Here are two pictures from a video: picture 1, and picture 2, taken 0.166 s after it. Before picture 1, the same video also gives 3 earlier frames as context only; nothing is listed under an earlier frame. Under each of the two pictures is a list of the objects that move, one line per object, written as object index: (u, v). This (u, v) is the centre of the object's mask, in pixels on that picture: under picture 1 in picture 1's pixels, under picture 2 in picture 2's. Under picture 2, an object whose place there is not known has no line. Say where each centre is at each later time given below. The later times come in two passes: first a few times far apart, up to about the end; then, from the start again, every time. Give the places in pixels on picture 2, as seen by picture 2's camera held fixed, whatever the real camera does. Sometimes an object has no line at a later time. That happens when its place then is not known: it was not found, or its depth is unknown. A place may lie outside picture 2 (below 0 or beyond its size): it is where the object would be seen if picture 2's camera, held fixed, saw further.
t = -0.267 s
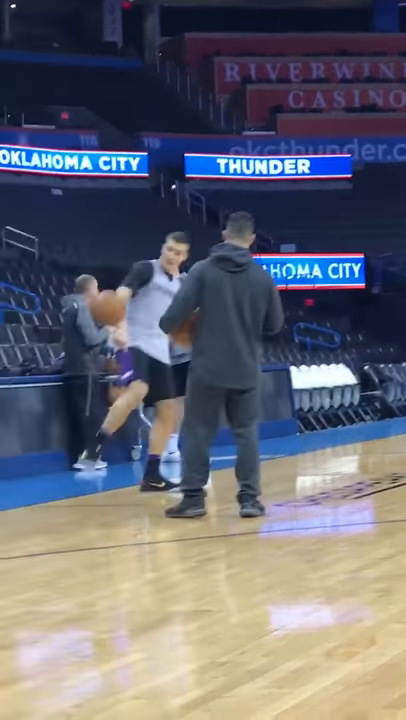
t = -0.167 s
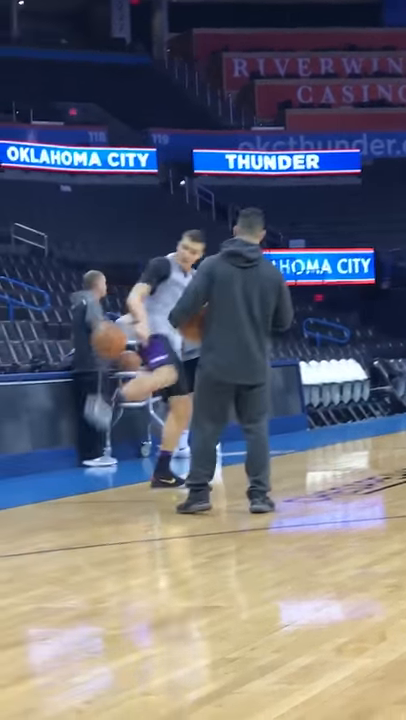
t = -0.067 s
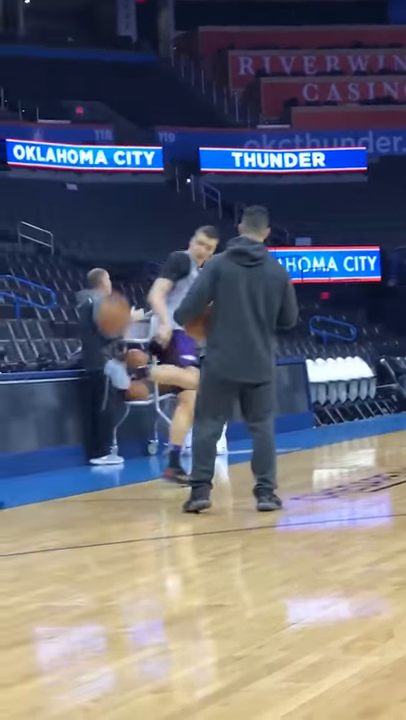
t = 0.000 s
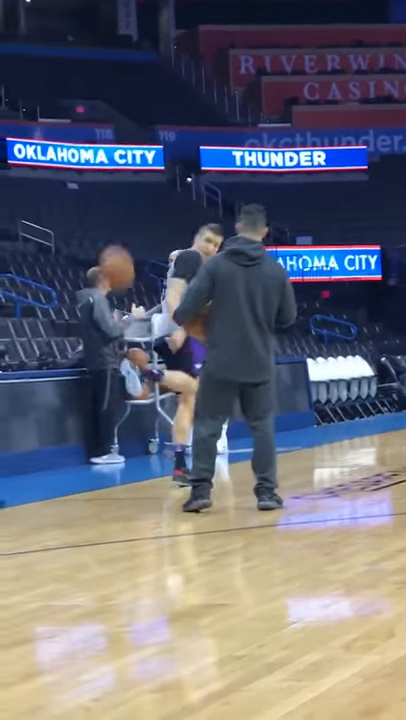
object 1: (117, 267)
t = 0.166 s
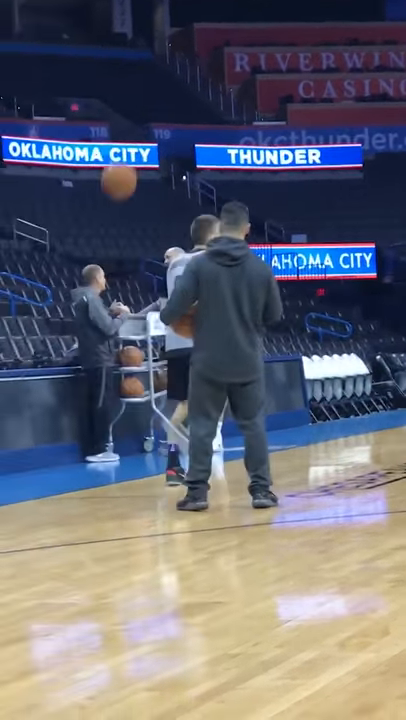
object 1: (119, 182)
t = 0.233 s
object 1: (122, 155)
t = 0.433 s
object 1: (135, 122)
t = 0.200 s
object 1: (120, 170)
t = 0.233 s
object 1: (122, 155)
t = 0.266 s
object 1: (124, 143)
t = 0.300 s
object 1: (126, 136)
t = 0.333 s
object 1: (128, 130)
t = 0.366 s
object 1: (131, 126)
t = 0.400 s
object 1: (133, 123)
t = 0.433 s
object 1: (135, 122)
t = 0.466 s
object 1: (137, 122)
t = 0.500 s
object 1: (140, 124)
